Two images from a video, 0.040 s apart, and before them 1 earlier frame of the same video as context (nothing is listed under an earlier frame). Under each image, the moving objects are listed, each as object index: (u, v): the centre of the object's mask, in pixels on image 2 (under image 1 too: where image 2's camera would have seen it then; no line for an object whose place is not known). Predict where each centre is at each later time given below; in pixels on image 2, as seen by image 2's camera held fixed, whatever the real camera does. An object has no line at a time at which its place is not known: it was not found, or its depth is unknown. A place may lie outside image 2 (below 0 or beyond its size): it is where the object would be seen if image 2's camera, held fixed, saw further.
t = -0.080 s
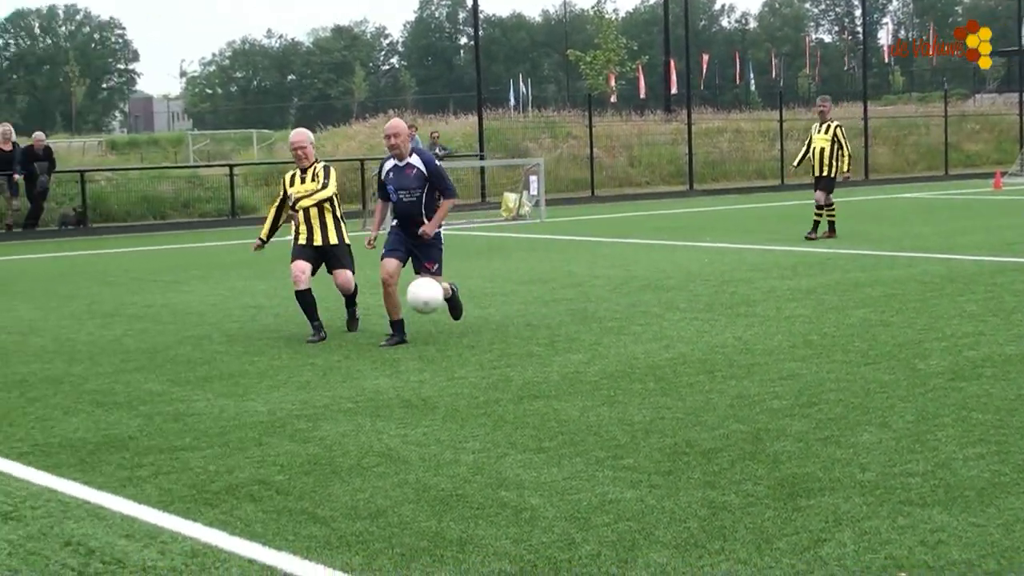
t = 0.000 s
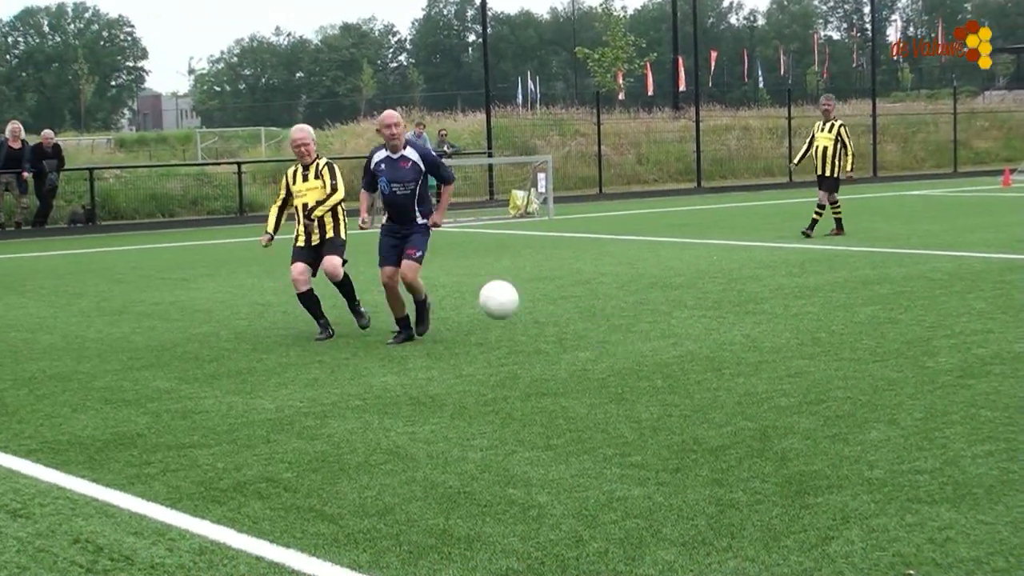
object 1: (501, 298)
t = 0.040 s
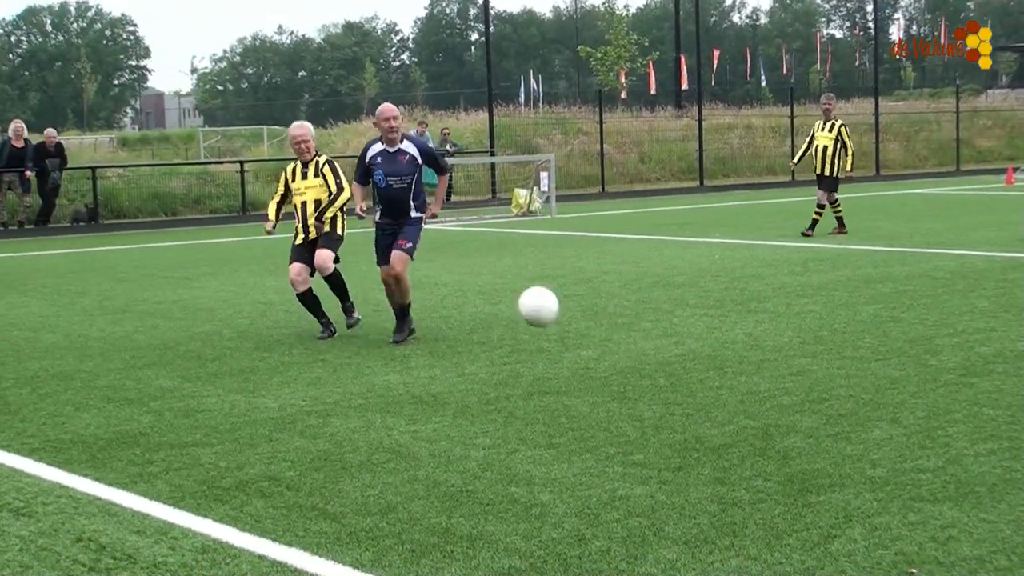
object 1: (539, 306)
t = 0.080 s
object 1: (578, 318)
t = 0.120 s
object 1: (621, 333)
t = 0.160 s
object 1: (666, 354)
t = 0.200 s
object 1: (716, 379)
